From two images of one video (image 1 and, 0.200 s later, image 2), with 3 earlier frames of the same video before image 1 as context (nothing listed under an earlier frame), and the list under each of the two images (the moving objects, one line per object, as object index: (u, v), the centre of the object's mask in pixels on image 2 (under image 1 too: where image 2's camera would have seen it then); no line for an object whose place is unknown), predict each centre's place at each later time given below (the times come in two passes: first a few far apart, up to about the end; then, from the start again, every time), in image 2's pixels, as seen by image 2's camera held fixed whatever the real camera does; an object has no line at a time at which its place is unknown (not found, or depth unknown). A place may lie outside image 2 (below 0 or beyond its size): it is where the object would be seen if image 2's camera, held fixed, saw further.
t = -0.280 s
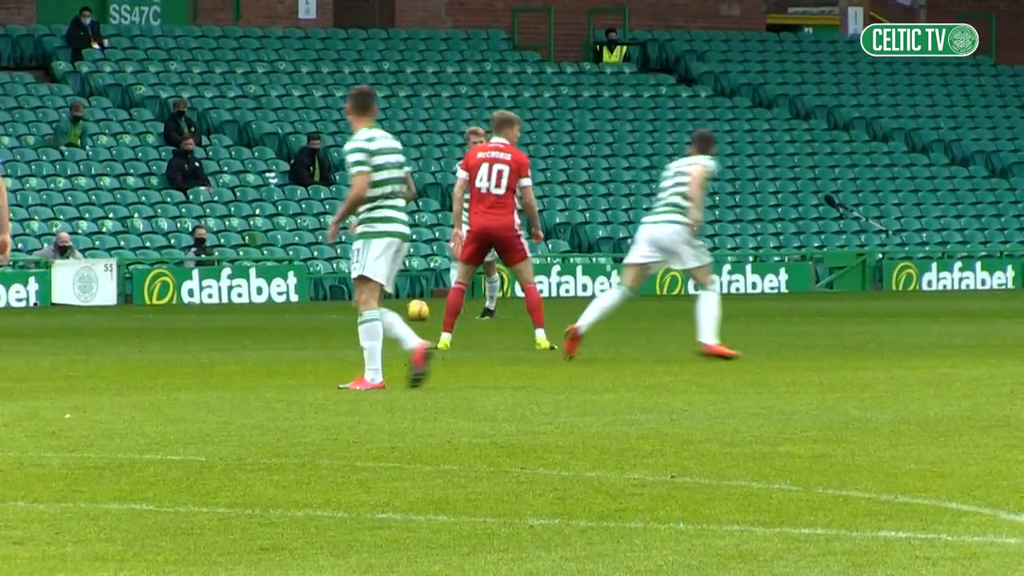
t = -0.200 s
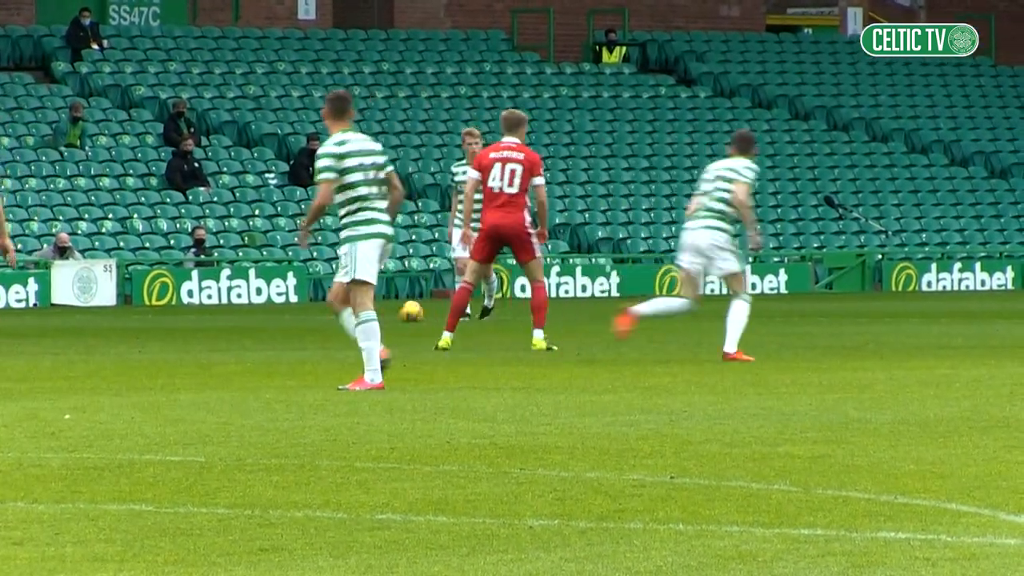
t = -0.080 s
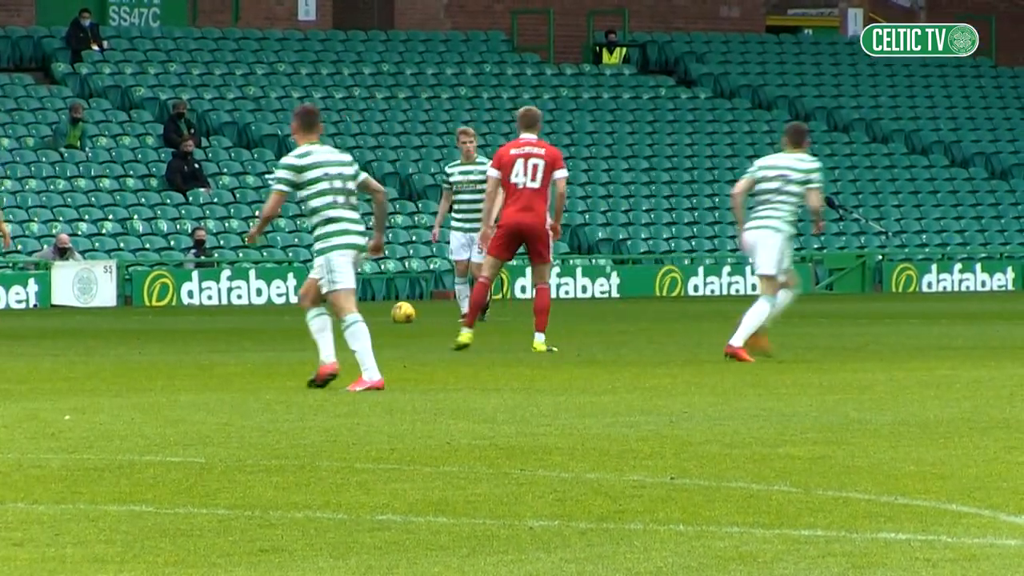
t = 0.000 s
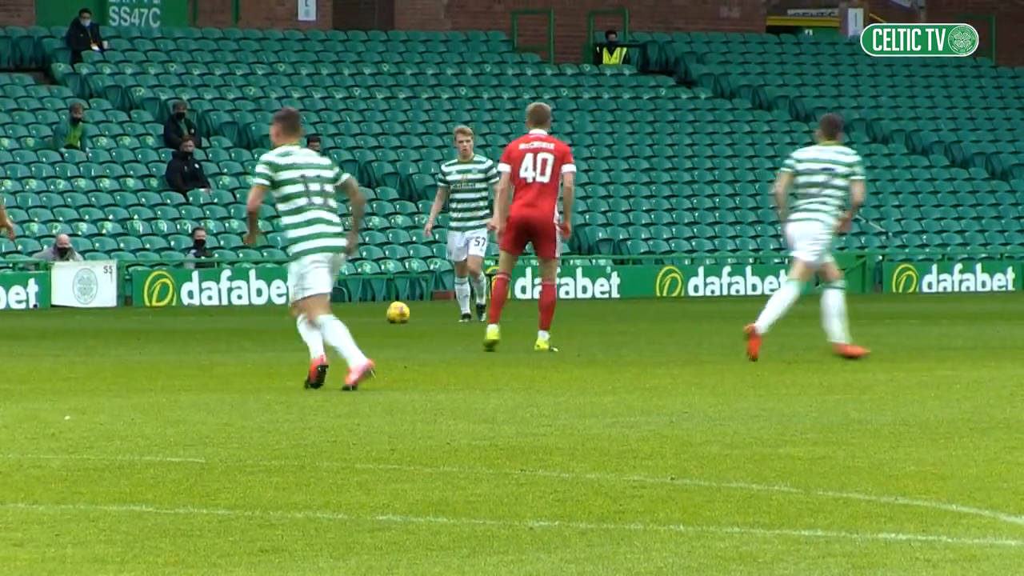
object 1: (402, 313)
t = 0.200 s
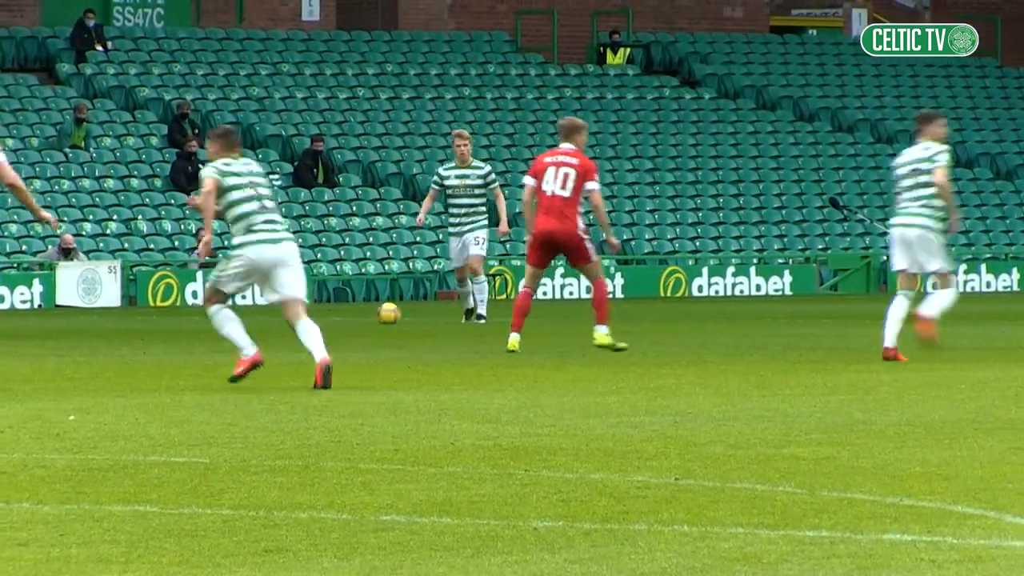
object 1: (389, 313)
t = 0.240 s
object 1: (386, 313)
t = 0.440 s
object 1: (374, 314)
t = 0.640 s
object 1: (363, 314)
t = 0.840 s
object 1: (352, 315)
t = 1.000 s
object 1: (344, 315)
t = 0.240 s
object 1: (386, 313)
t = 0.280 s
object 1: (383, 313)
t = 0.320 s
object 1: (381, 313)
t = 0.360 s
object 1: (378, 313)
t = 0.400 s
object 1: (376, 313)
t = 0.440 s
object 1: (374, 314)
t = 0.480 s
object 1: (372, 313)
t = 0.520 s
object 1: (369, 314)
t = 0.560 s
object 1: (367, 314)
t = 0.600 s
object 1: (365, 314)
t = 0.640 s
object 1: (363, 314)
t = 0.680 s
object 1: (361, 314)
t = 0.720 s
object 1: (358, 314)
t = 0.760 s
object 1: (356, 314)
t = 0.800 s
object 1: (354, 314)
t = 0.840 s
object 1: (352, 315)
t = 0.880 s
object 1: (350, 315)
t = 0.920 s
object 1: (348, 315)
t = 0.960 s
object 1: (346, 314)
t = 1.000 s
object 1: (344, 315)
